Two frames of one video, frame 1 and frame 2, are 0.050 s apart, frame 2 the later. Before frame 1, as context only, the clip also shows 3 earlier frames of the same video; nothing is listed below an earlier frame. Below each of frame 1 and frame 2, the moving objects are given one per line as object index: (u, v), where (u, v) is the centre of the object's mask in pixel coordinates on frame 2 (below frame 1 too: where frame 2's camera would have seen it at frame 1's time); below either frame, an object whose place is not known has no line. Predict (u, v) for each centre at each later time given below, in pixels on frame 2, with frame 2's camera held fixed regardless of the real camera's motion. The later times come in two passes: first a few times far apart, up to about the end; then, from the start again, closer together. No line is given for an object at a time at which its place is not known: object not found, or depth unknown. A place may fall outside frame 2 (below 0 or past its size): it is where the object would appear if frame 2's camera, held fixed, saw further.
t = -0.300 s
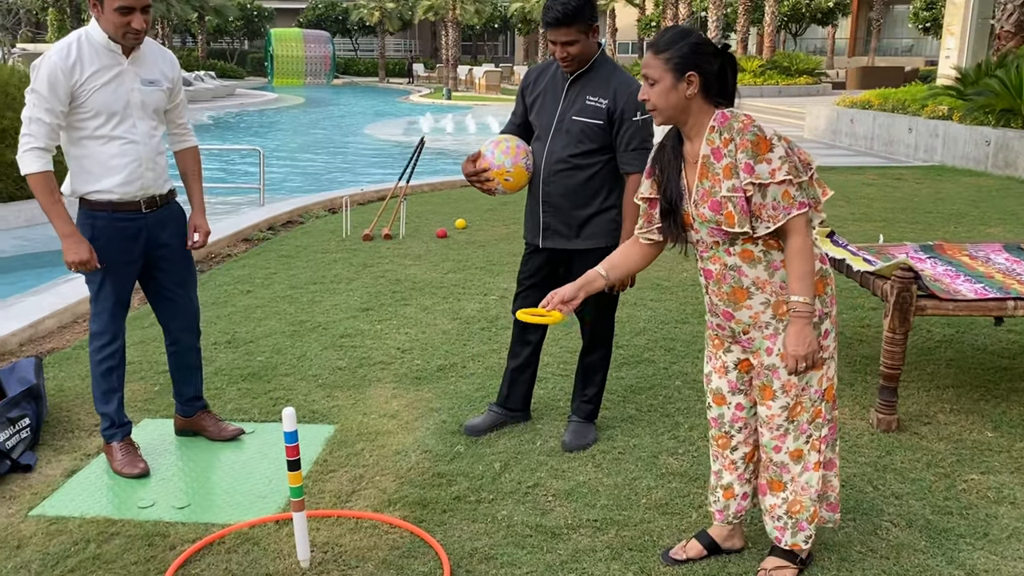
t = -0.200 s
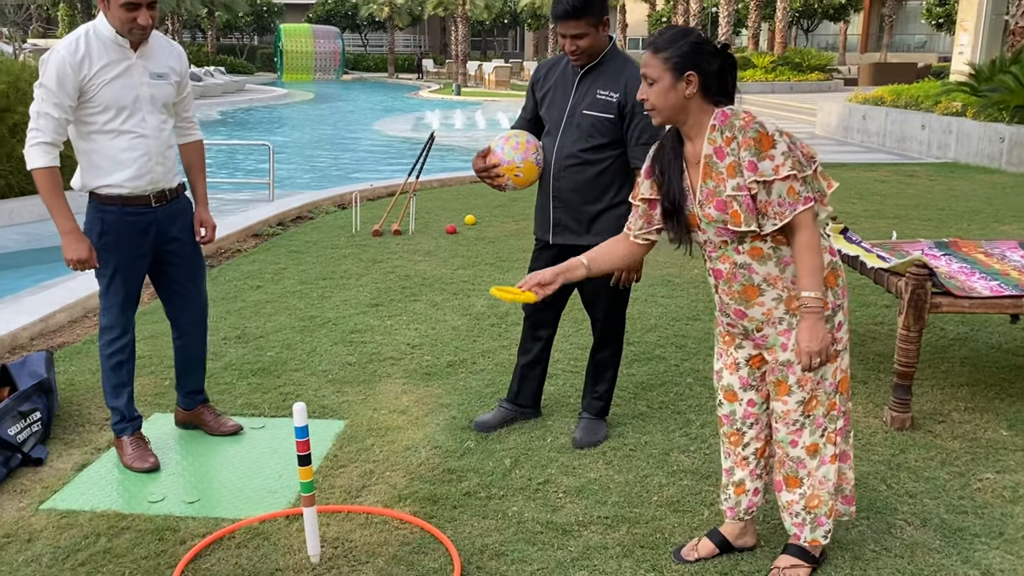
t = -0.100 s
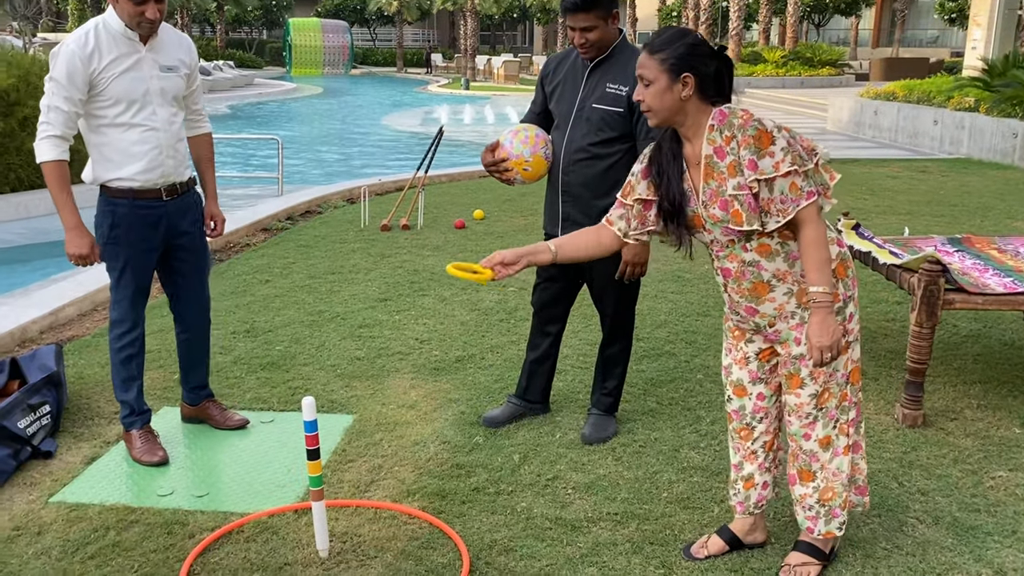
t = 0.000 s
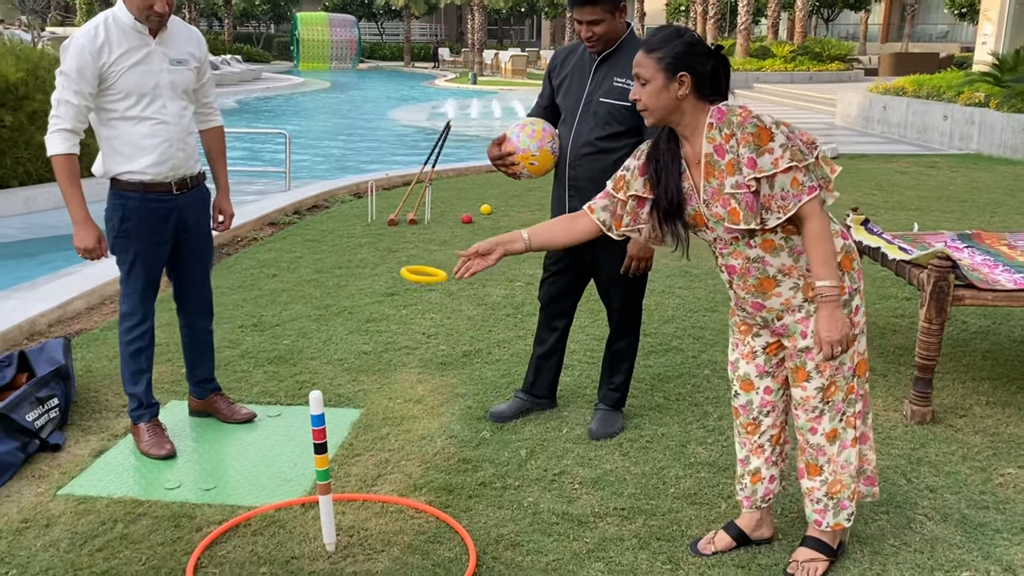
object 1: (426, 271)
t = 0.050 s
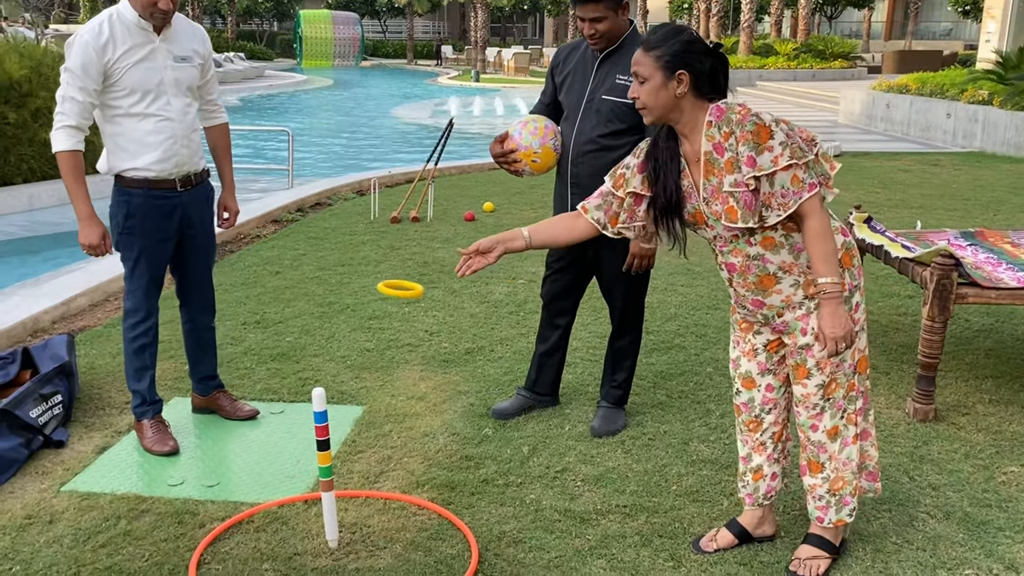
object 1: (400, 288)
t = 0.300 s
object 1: (324, 476)
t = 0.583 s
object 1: (339, 550)
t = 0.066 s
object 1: (392, 296)
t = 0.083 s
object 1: (383, 304)
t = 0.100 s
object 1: (375, 313)
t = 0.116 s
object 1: (368, 323)
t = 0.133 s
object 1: (359, 334)
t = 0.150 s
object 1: (351, 345)
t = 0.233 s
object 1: (312, 417)
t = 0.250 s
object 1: (315, 430)
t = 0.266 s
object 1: (319, 445)
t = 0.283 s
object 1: (322, 460)
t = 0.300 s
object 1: (324, 476)
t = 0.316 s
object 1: (323, 492)
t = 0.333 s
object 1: (332, 507)
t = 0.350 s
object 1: (331, 528)
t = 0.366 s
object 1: (328, 546)
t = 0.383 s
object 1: (328, 543)
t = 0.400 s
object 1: (330, 540)
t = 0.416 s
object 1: (332, 536)
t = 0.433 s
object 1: (335, 532)
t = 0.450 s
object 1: (332, 530)
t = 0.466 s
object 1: (331, 529)
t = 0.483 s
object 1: (332, 530)
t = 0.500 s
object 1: (332, 532)
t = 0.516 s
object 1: (334, 534)
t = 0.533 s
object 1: (336, 537)
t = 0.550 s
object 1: (336, 539)
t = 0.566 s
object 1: (337, 544)
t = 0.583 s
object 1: (339, 550)
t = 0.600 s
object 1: (339, 551)
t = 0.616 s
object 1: (338, 548)
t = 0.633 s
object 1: (339, 547)
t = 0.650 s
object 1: (338, 545)
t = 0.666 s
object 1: (338, 545)
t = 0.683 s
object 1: (338, 547)
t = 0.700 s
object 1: (338, 548)
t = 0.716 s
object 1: (339, 550)
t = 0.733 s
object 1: (338, 550)
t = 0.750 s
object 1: (338, 549)
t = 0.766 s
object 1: (338, 550)
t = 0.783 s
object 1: (337, 550)
